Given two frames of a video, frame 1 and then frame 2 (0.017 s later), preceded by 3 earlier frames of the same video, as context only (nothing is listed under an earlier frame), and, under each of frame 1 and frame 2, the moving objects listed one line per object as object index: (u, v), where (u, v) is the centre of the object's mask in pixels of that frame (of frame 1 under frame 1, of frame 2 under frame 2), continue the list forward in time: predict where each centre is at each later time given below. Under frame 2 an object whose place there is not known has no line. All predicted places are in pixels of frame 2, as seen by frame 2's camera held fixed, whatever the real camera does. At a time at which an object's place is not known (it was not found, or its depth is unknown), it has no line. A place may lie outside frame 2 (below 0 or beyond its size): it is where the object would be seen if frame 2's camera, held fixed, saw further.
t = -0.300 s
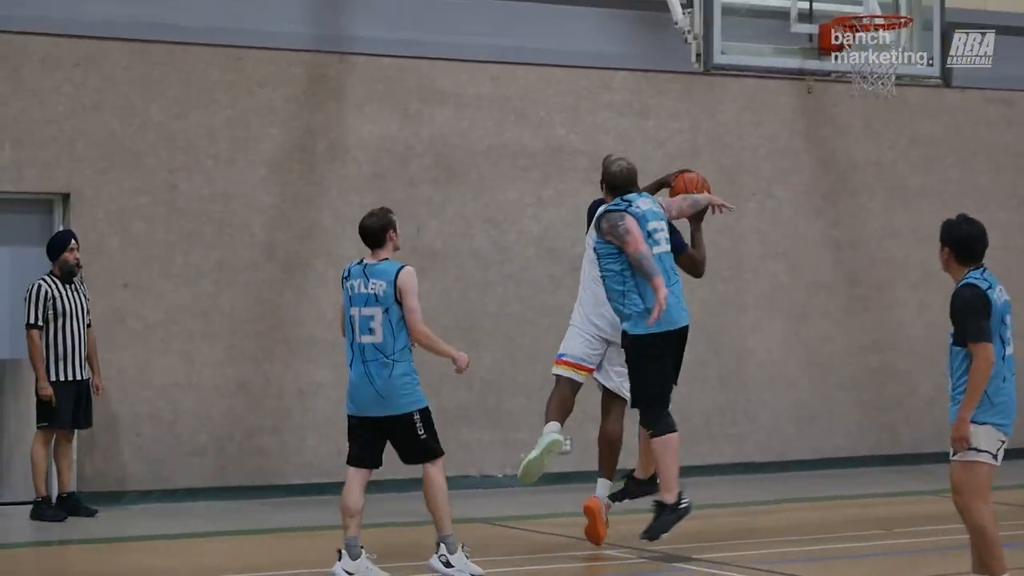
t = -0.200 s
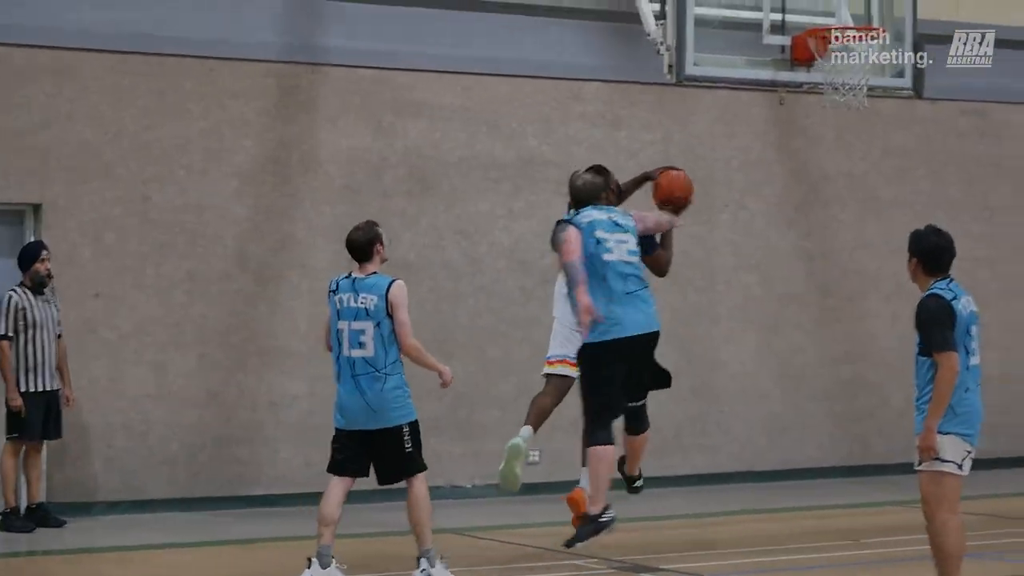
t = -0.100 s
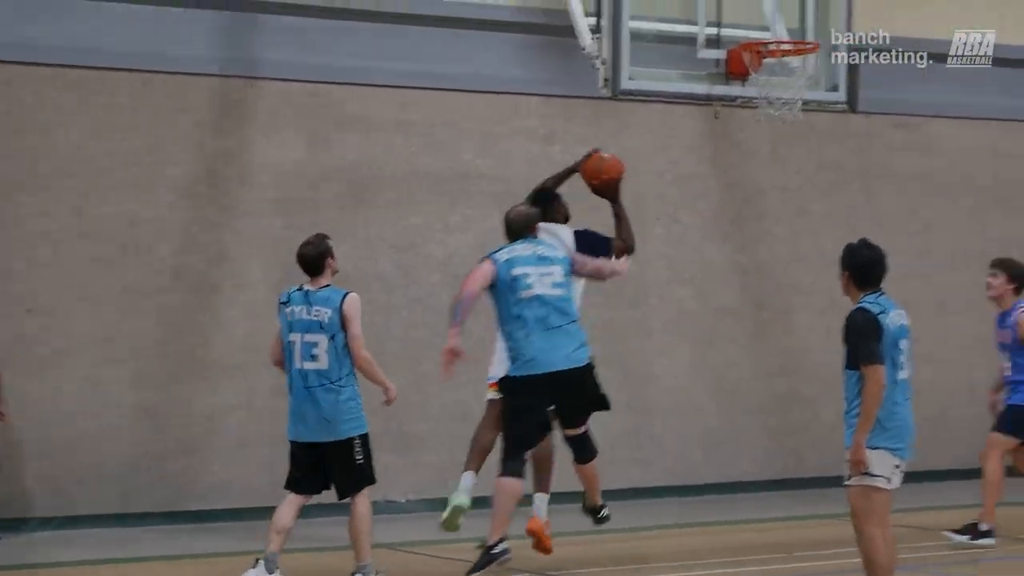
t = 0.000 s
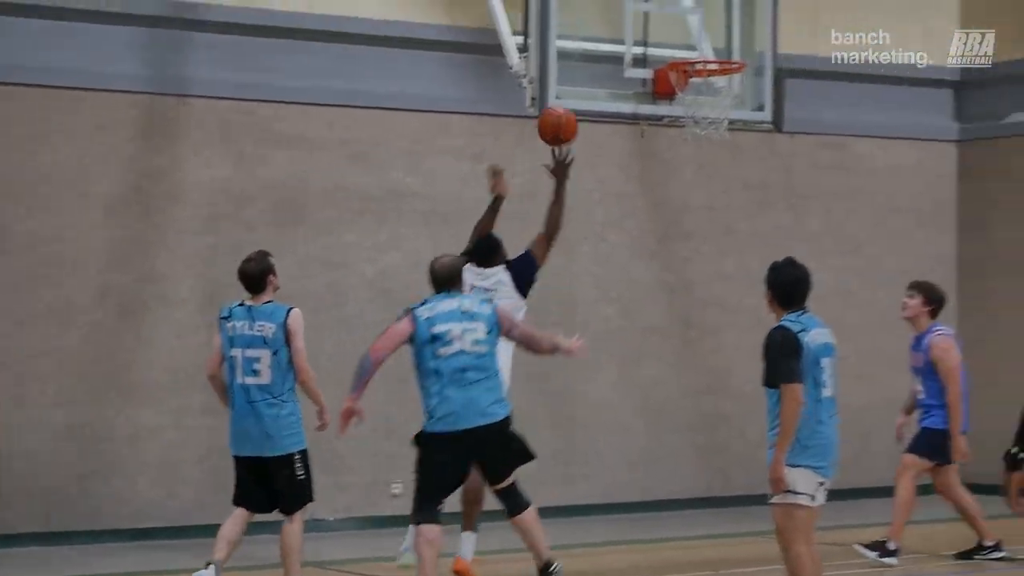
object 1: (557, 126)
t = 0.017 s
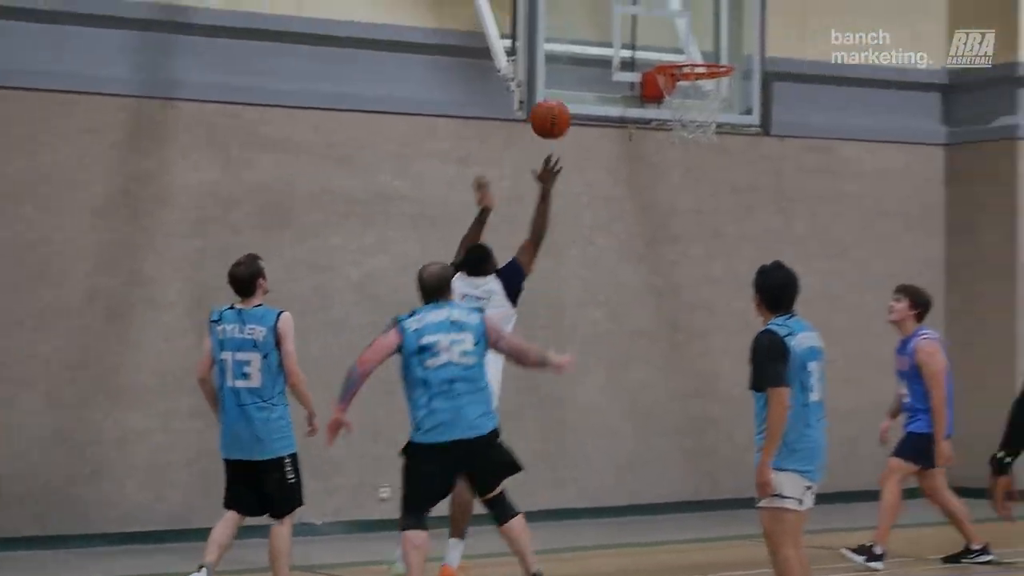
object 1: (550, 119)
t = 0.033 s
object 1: (555, 109)
